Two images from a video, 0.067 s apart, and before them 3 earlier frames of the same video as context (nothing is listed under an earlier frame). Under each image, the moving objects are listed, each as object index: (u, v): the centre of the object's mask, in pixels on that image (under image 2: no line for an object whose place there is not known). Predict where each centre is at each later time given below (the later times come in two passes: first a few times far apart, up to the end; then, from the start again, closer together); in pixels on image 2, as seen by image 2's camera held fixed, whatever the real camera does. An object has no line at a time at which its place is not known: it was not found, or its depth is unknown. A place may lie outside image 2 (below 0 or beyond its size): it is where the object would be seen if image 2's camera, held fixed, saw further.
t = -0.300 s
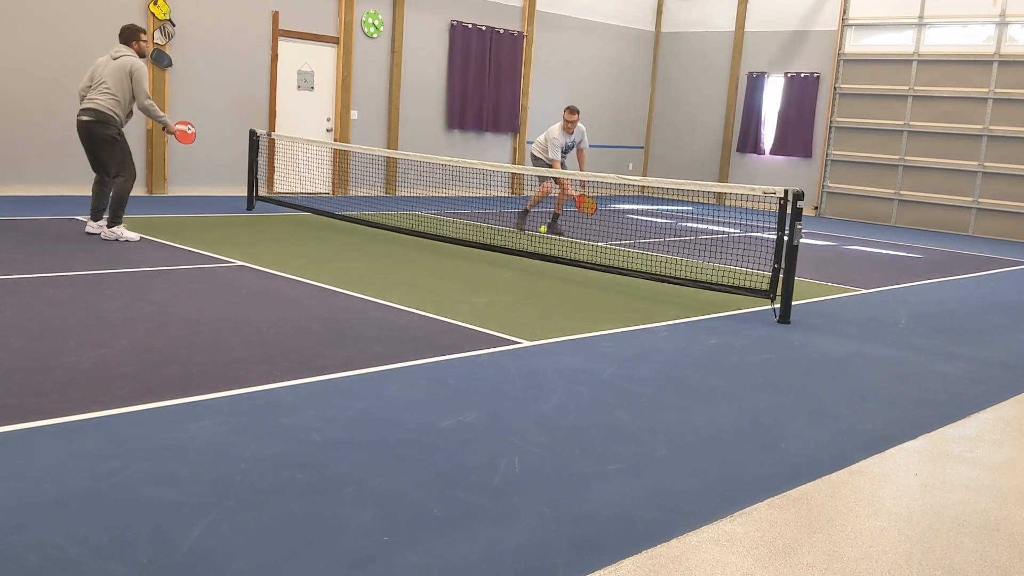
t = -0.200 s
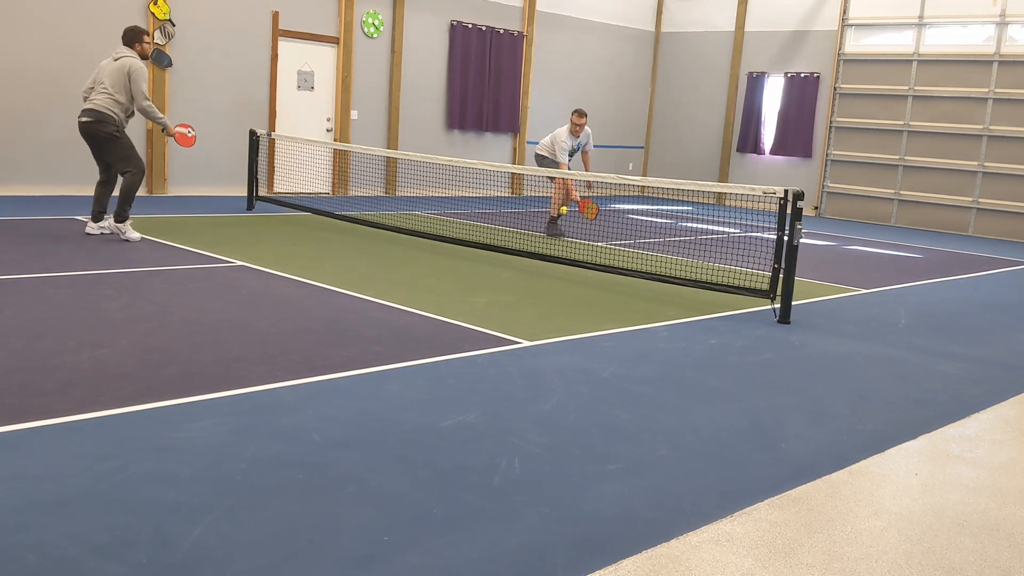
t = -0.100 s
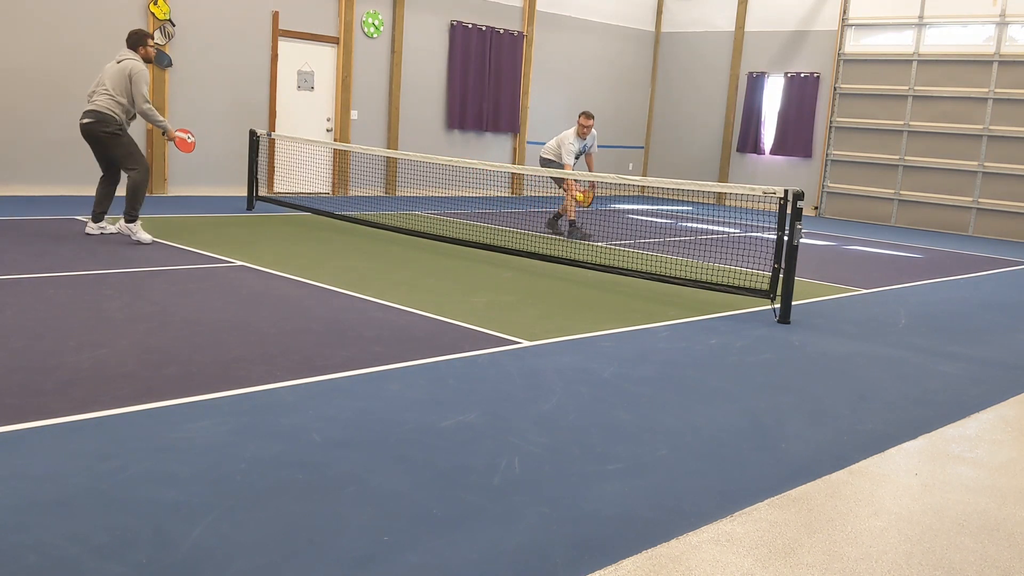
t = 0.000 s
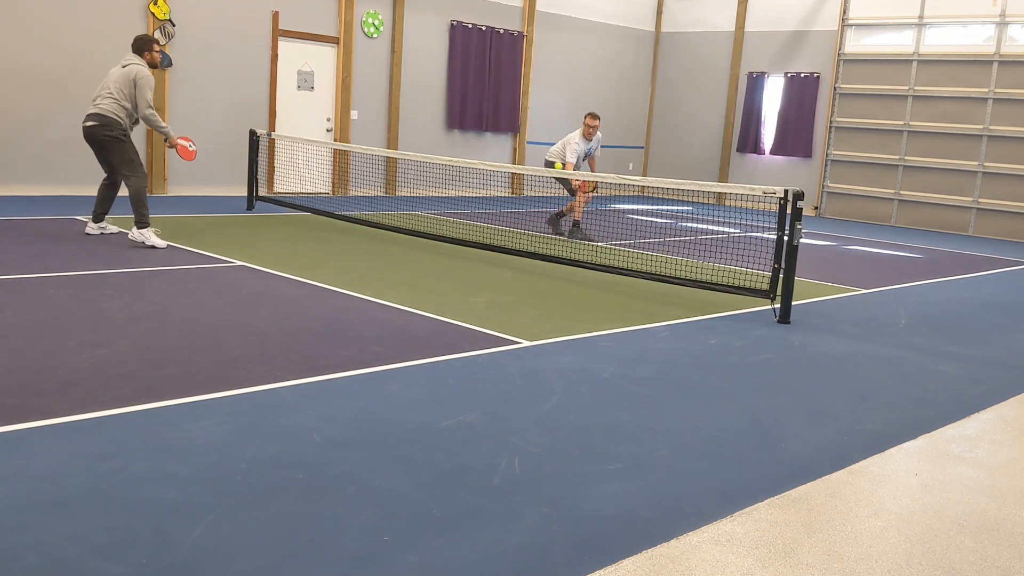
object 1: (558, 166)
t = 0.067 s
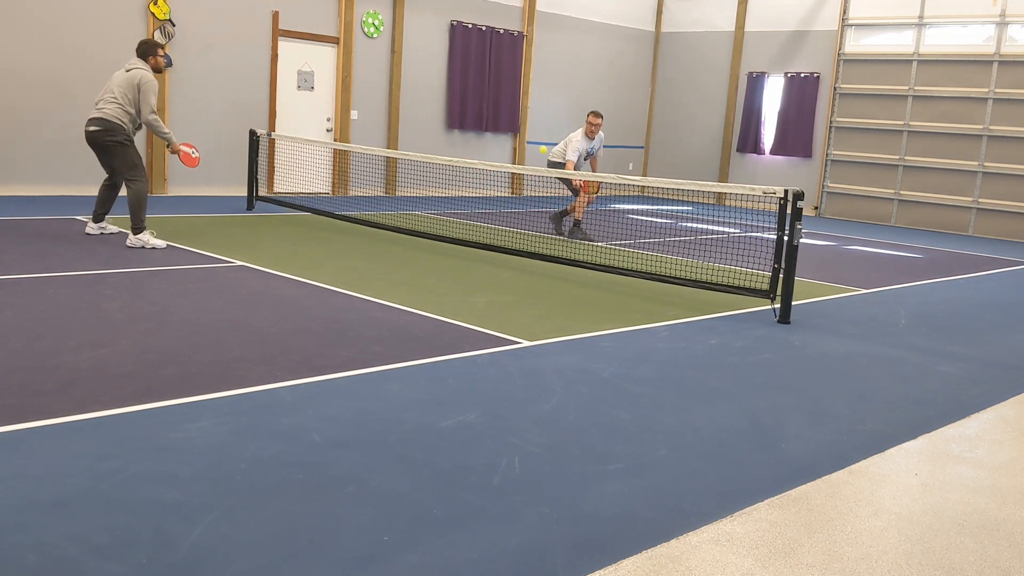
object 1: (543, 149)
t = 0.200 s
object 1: (510, 128)
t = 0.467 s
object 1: (434, 141)
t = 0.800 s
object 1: (331, 241)
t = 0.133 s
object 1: (526, 137)
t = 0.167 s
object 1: (518, 132)
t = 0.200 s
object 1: (510, 128)
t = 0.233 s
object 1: (501, 126)
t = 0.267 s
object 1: (492, 124)
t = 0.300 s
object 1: (483, 124)
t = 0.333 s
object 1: (474, 125)
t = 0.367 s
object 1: (465, 127)
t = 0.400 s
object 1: (455, 131)
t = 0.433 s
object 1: (445, 135)
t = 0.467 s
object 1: (434, 141)
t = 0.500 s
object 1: (424, 148)
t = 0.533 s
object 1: (414, 157)
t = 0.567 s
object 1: (403, 167)
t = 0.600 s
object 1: (391, 178)
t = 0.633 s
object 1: (380, 191)
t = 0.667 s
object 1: (369, 205)
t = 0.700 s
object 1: (357, 220)
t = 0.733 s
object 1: (346, 237)
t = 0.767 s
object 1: (334, 253)
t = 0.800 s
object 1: (331, 241)
